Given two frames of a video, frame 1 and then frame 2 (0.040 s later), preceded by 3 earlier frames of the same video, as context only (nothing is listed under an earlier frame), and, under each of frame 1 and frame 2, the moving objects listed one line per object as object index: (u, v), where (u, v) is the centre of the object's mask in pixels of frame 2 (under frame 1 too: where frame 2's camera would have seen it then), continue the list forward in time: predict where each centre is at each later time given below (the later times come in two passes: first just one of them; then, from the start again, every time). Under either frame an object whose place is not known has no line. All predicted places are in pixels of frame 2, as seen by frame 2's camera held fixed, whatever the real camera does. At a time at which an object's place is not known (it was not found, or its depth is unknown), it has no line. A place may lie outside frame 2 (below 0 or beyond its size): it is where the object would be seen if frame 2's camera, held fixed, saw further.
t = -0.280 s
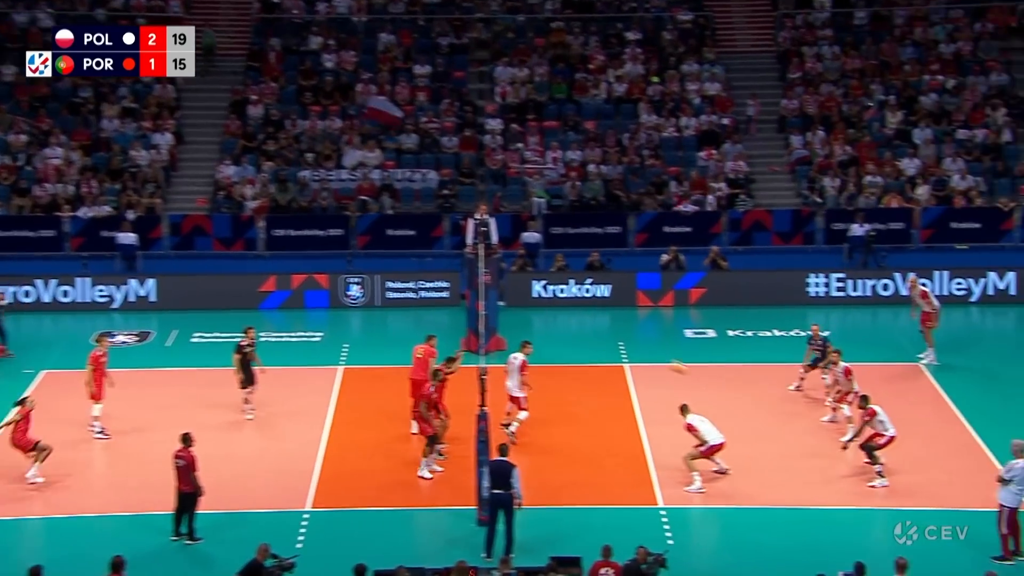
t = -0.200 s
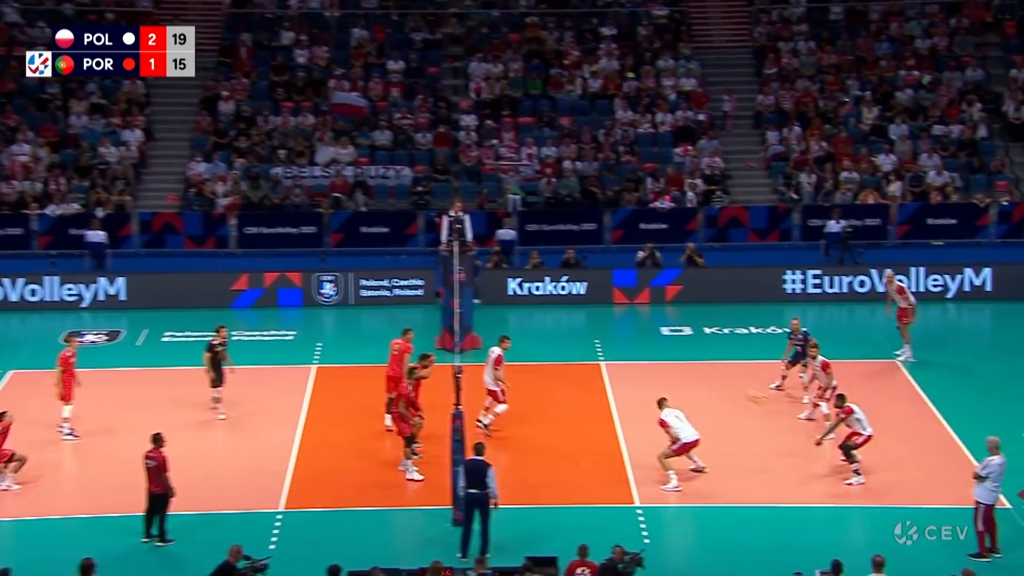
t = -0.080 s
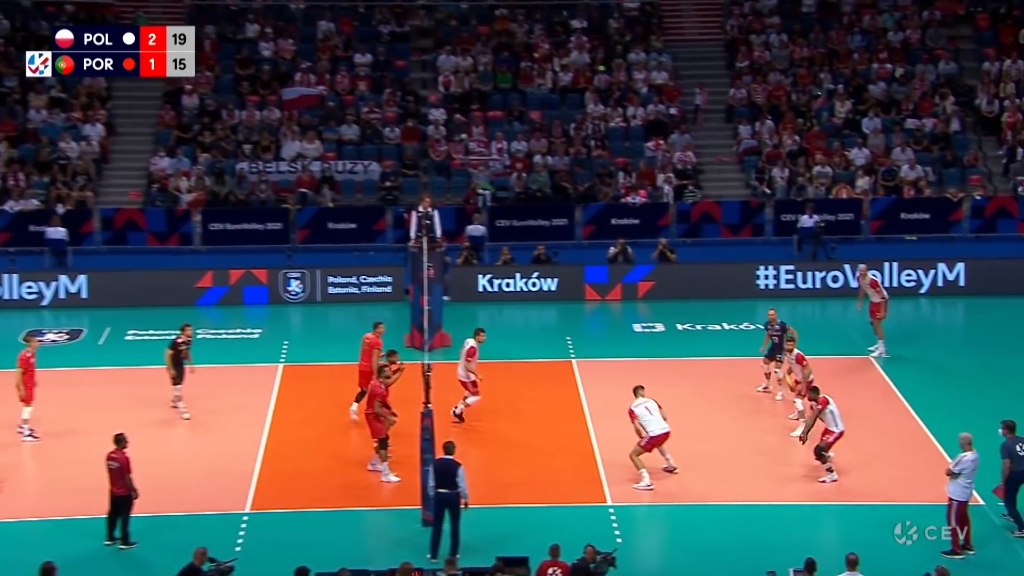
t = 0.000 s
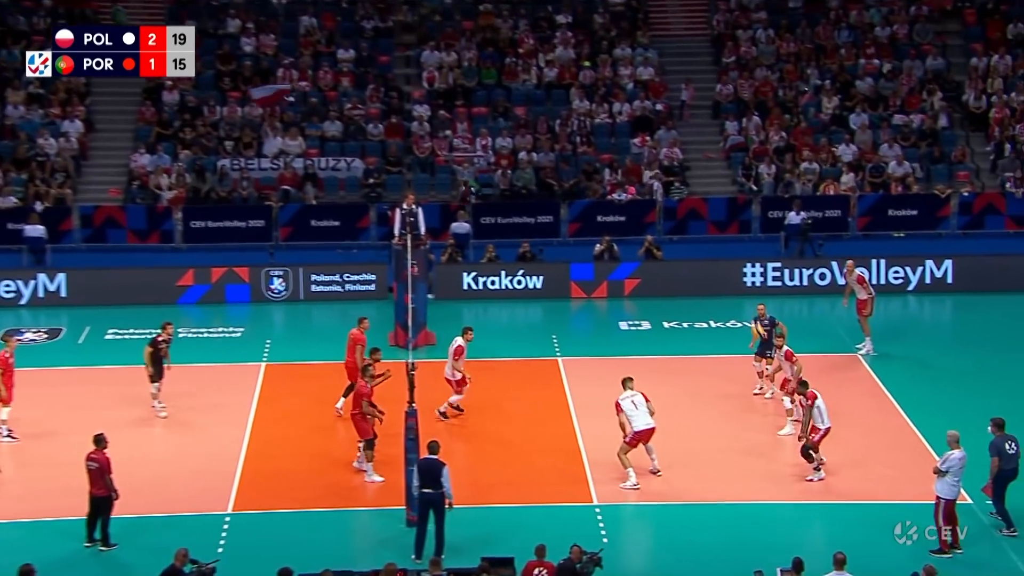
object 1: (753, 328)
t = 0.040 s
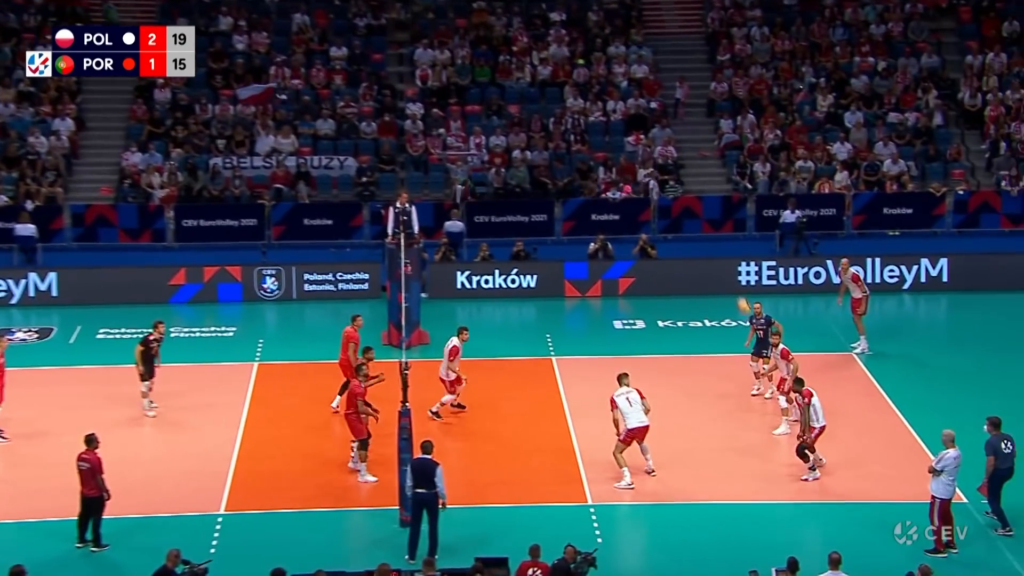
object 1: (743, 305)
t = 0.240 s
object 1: (706, 207)
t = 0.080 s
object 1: (735, 284)
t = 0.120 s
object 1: (728, 264)
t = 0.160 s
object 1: (720, 243)
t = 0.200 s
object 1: (713, 224)
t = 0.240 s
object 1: (706, 207)
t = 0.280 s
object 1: (699, 189)
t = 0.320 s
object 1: (693, 174)
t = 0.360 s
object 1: (686, 158)
